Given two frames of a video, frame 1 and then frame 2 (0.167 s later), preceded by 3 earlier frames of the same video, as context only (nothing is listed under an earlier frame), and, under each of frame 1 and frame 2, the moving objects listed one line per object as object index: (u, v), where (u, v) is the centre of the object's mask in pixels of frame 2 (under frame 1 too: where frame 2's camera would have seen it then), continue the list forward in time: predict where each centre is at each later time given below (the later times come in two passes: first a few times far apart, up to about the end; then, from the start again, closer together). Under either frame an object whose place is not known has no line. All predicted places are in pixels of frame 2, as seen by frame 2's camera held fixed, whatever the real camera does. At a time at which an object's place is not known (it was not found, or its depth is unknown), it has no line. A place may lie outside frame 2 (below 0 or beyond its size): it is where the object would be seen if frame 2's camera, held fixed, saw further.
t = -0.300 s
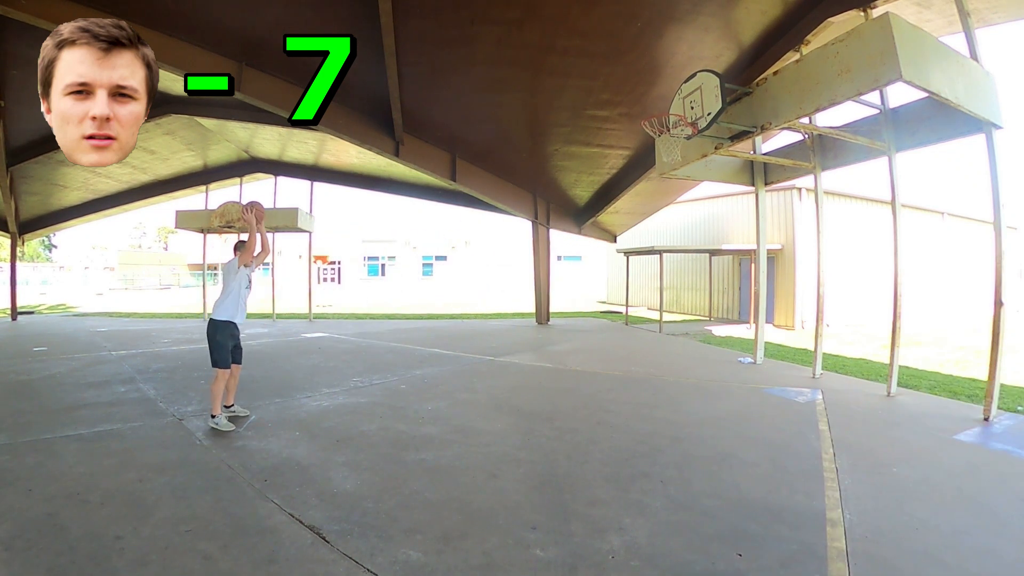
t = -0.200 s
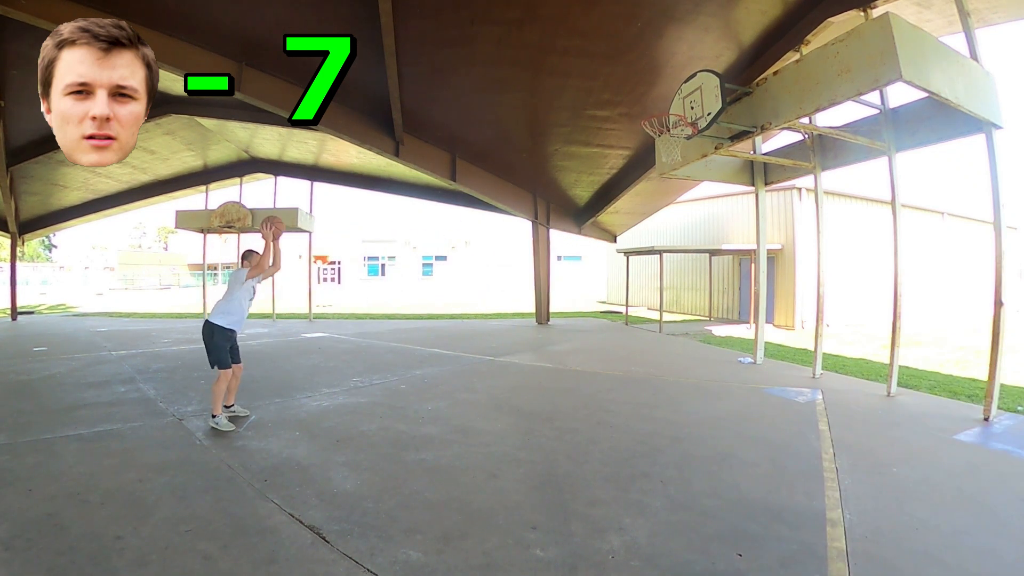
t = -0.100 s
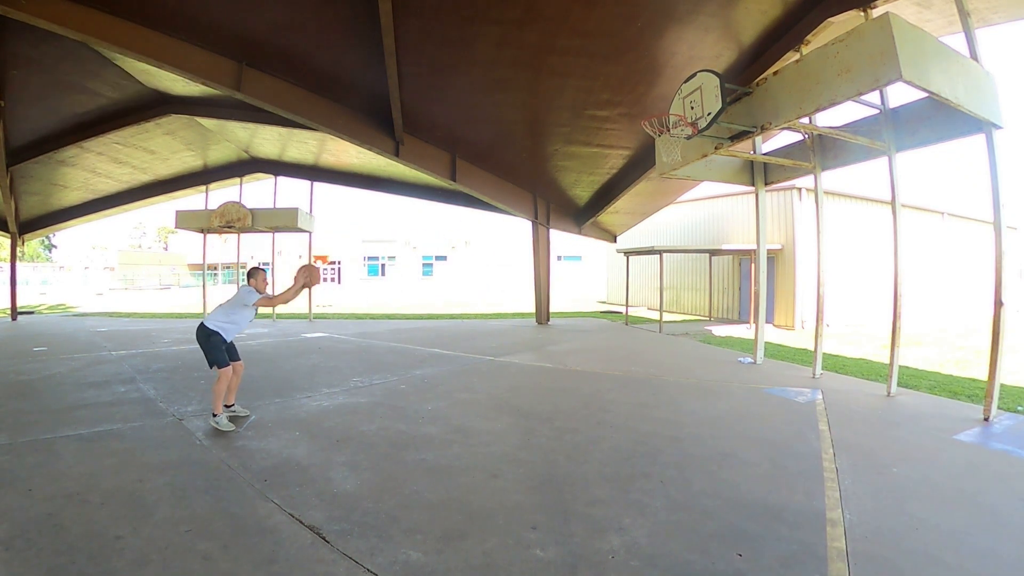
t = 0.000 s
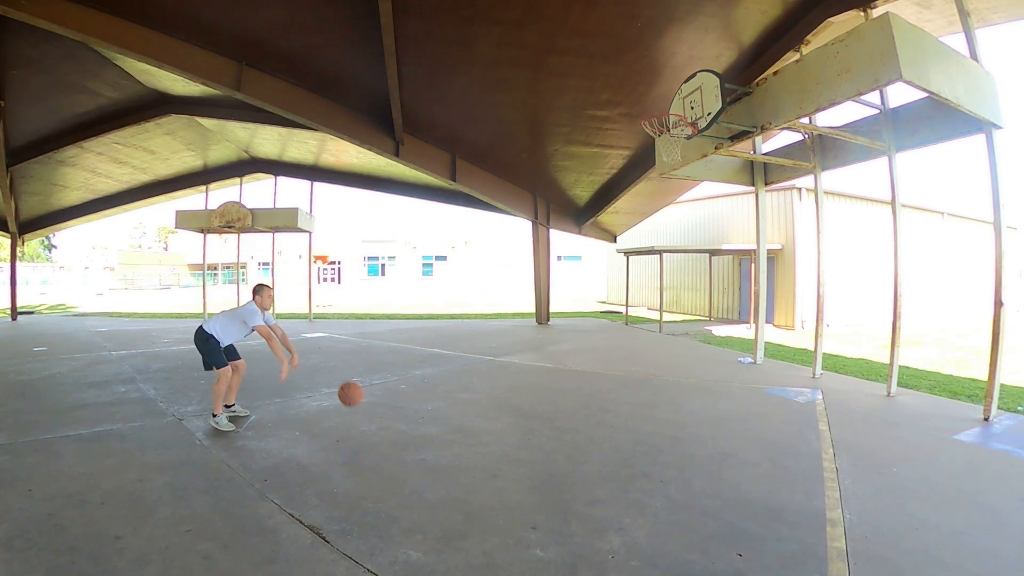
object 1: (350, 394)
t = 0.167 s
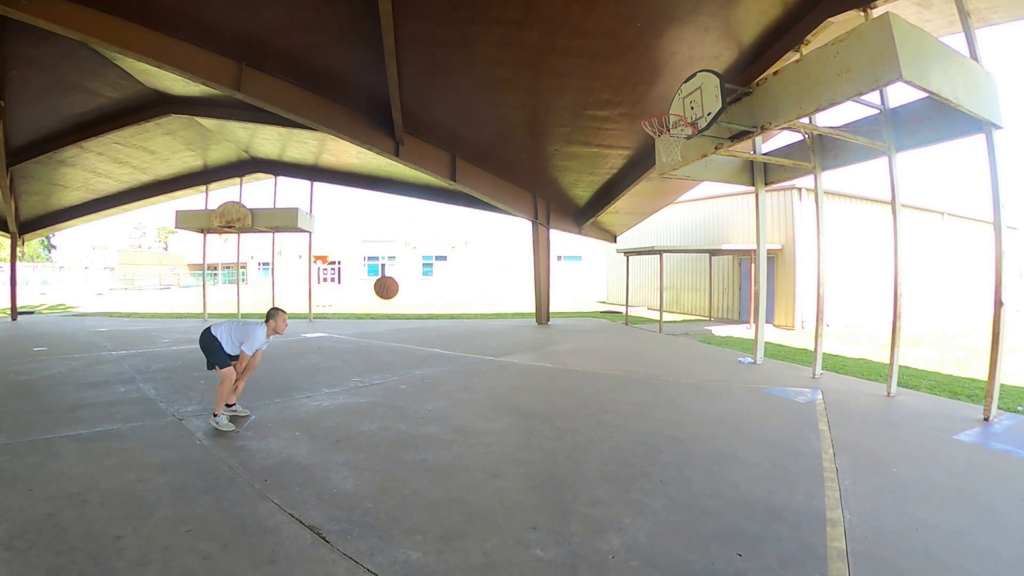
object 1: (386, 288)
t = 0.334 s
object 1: (427, 164)
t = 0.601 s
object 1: (494, 43)
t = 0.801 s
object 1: (540, 7)
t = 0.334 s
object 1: (427, 164)
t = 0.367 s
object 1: (435, 145)
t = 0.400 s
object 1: (444, 125)
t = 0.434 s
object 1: (452, 108)
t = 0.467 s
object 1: (461, 92)
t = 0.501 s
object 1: (469, 78)
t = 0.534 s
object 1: (477, 65)
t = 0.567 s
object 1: (486, 53)
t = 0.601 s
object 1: (494, 43)
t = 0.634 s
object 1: (502, 33)
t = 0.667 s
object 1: (509, 25)
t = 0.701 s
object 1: (517, 18)
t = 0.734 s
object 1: (525, 12)
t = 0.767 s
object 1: (533, 9)
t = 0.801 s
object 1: (540, 7)
